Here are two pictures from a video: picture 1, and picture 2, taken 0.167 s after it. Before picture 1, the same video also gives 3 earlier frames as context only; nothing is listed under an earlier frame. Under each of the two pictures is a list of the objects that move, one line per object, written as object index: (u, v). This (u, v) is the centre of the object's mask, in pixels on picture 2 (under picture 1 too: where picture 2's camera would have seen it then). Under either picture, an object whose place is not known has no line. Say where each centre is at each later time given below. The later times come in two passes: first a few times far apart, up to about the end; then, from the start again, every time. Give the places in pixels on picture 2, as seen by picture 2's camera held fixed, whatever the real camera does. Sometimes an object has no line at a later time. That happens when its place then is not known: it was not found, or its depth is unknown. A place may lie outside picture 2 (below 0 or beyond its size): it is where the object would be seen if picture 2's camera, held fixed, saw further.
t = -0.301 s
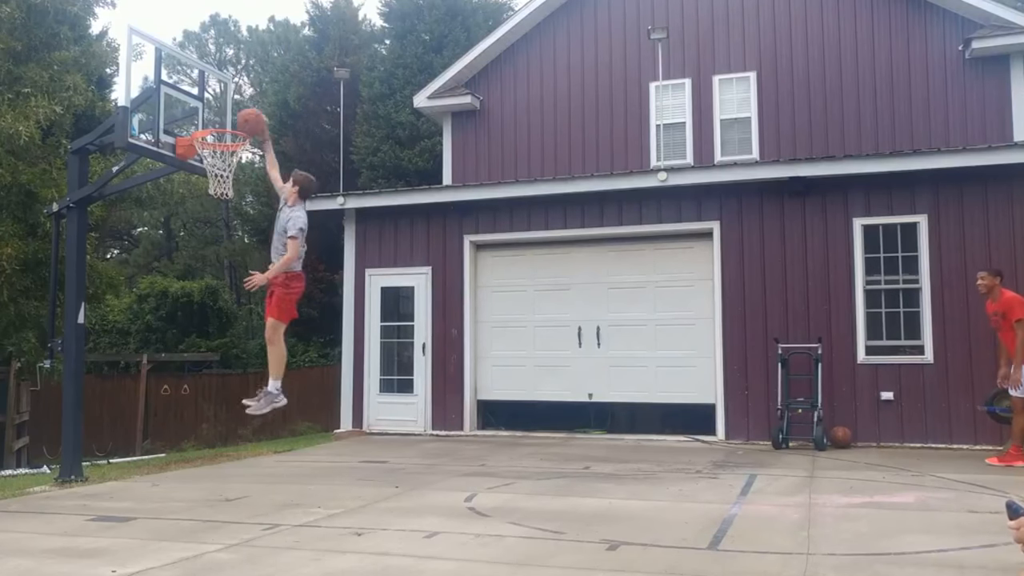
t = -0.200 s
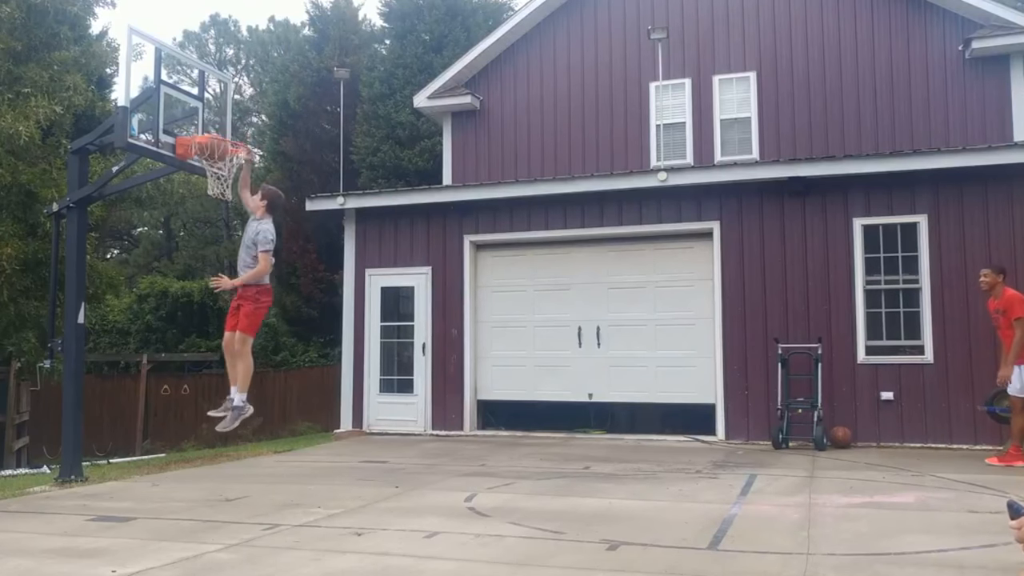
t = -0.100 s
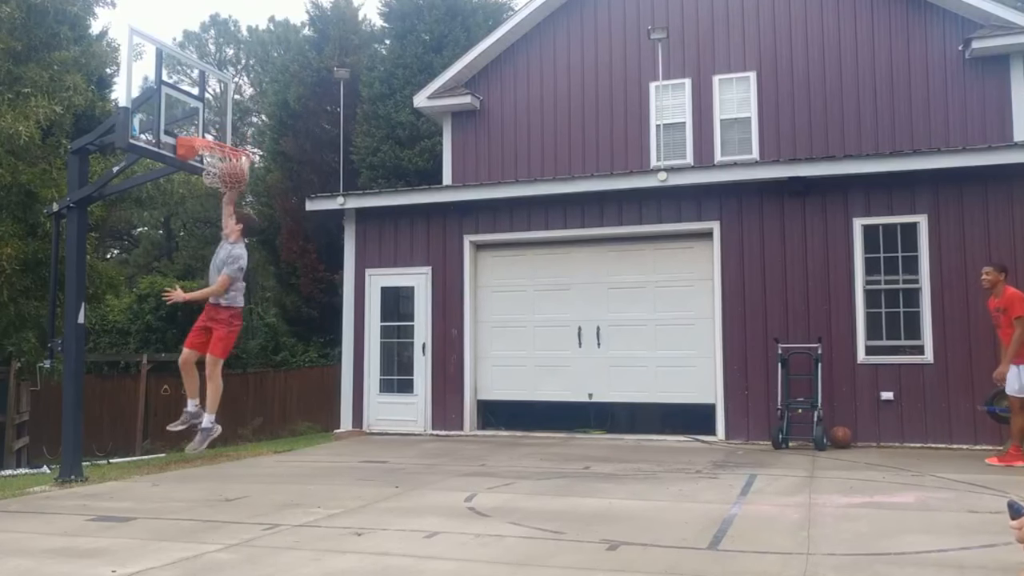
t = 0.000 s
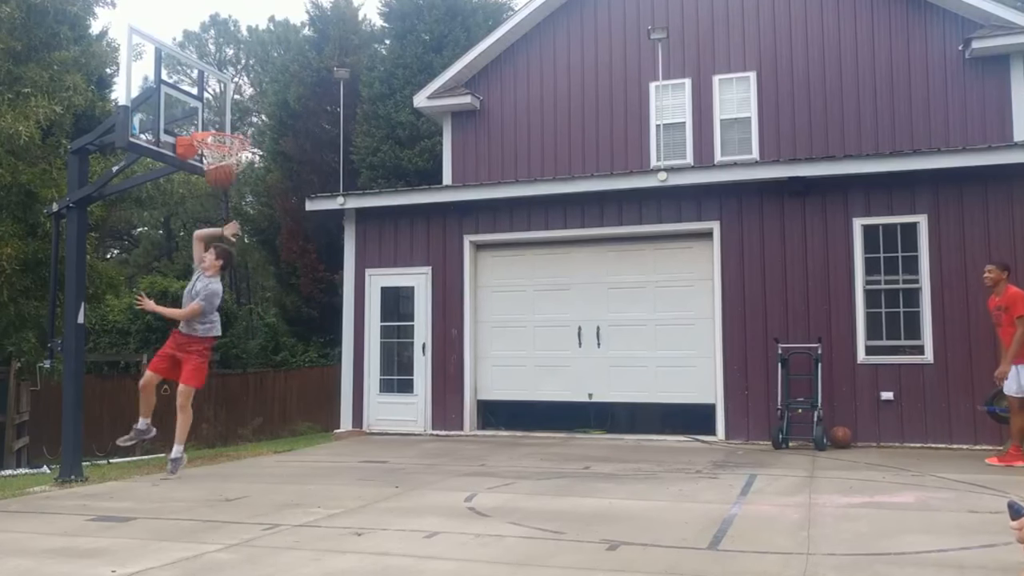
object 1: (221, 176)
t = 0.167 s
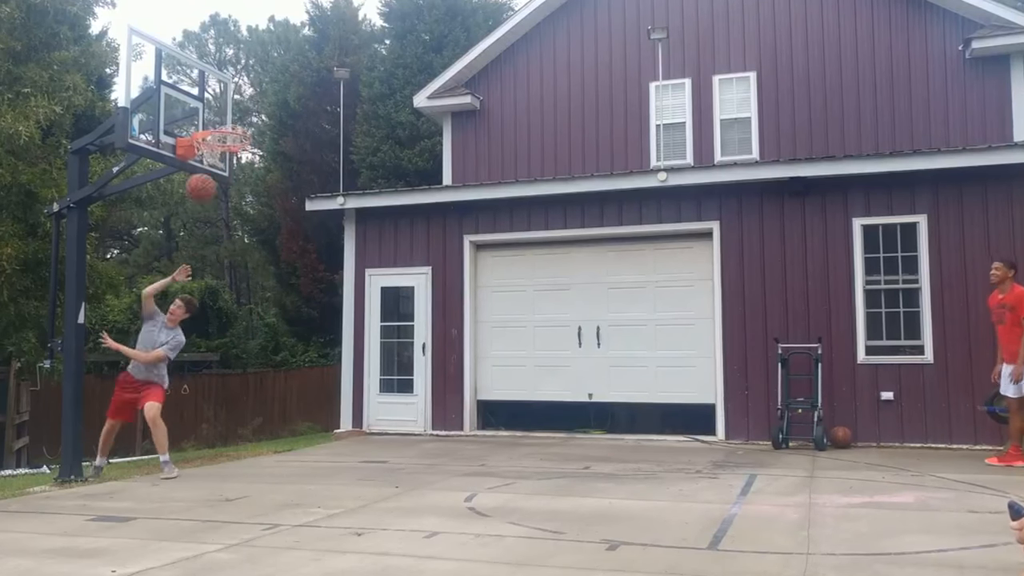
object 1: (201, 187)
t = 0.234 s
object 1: (192, 202)
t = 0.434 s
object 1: (167, 284)
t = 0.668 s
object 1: (132, 454)
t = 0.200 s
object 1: (196, 195)
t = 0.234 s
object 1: (192, 202)
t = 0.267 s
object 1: (189, 213)
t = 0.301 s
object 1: (184, 224)
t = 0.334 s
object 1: (180, 237)
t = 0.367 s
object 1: (175, 250)
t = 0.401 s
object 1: (171, 266)
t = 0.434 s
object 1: (167, 284)
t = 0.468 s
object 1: (162, 303)
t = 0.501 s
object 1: (157, 324)
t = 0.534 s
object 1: (152, 346)
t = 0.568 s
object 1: (148, 370)
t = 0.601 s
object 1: (142, 396)
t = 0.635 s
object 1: (137, 425)
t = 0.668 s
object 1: (132, 454)
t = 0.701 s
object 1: (127, 481)
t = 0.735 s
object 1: (120, 459)
